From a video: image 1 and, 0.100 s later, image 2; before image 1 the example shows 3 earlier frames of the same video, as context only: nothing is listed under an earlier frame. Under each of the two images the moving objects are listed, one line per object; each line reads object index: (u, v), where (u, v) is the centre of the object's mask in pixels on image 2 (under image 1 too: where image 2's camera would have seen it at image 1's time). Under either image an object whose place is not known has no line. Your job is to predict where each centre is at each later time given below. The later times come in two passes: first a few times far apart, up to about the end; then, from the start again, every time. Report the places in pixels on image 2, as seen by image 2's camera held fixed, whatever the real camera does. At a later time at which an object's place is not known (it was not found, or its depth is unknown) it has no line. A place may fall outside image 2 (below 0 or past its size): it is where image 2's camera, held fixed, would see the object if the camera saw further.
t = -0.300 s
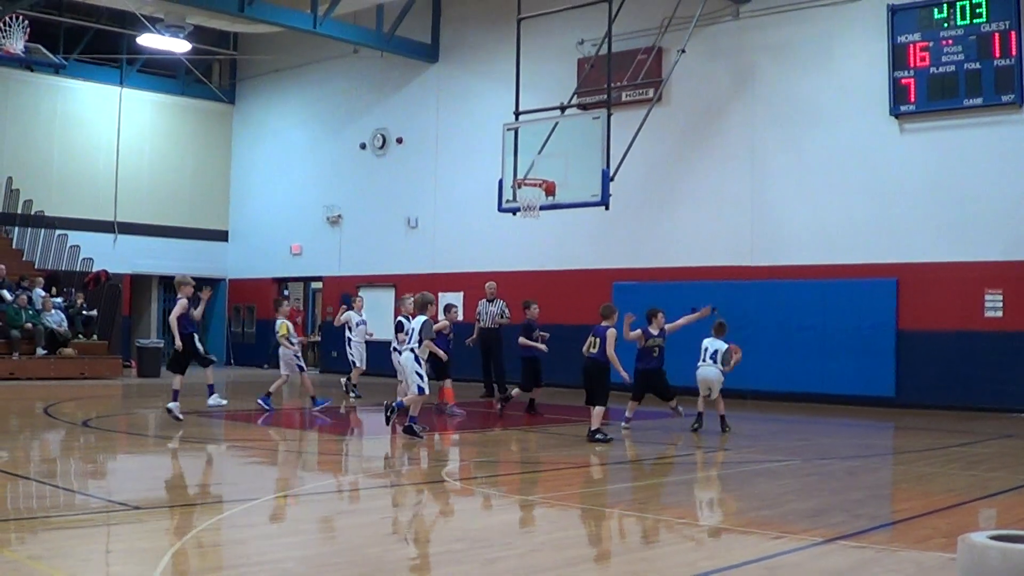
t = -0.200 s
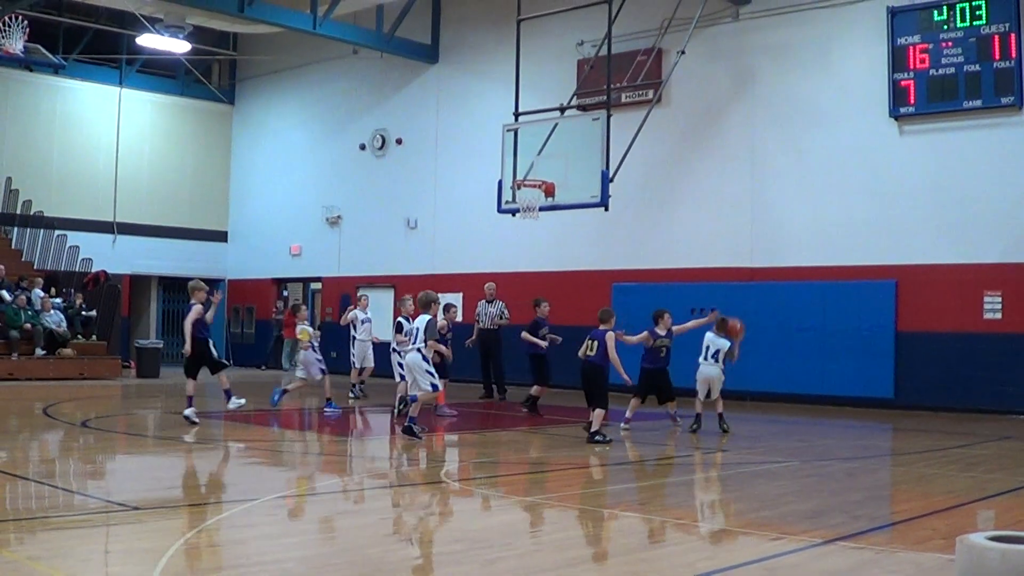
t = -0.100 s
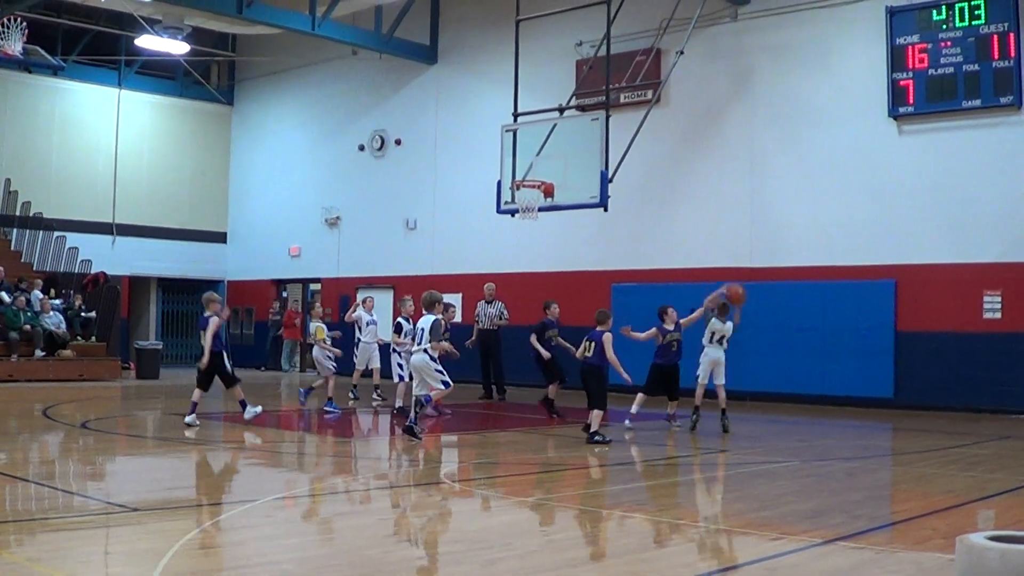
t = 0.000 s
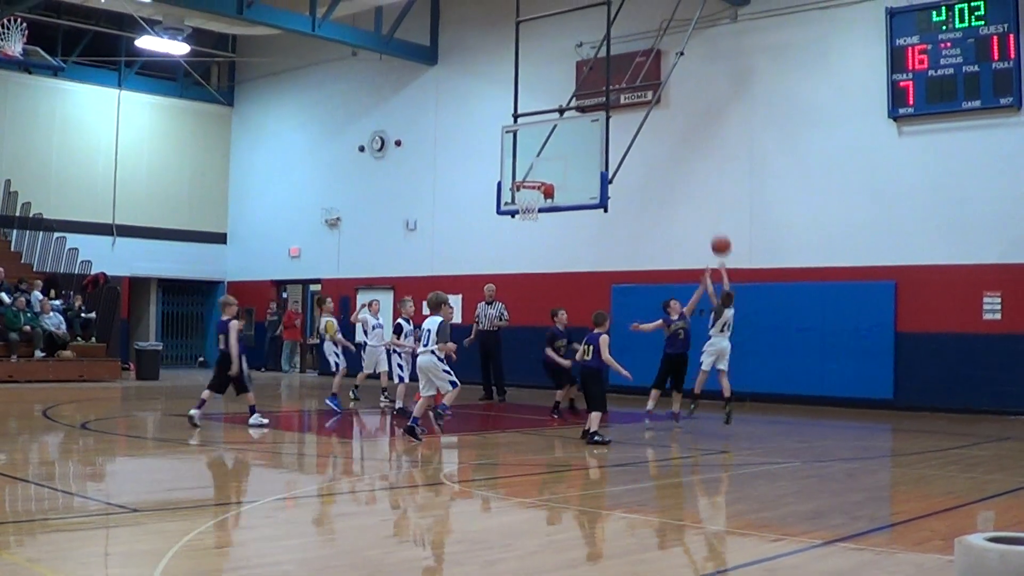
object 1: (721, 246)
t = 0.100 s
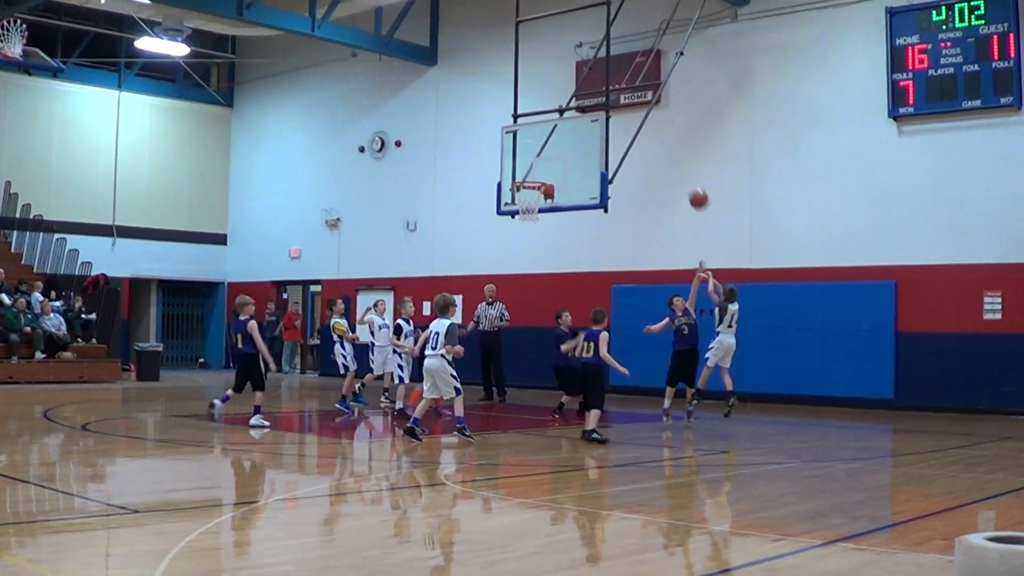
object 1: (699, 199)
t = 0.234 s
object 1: (670, 153)
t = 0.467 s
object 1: (623, 110)
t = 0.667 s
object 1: (587, 109)
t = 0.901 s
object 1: (546, 145)
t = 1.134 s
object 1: (528, 207)
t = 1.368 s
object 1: (546, 259)
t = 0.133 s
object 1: (691, 186)
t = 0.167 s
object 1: (684, 174)
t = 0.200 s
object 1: (677, 163)
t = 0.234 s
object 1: (670, 153)
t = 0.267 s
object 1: (663, 144)
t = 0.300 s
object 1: (656, 136)
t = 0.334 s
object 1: (650, 130)
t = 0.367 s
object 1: (643, 123)
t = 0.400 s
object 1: (636, 118)
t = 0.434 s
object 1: (630, 114)
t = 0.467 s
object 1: (623, 110)
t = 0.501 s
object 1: (617, 108)
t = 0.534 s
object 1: (611, 107)
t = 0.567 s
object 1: (604, 106)
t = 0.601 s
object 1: (599, 106)
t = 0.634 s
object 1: (592, 107)
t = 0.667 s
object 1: (587, 109)
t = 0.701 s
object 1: (581, 112)
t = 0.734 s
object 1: (575, 115)
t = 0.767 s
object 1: (569, 120)
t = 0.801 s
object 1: (563, 125)
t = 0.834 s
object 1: (557, 131)
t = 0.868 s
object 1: (552, 138)
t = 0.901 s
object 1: (546, 145)
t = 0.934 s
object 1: (541, 153)
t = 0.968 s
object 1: (535, 162)
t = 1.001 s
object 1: (530, 171)
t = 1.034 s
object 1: (524, 182)
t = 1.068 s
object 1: (522, 191)
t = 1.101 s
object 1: (525, 200)
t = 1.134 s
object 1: (528, 207)
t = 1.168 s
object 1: (530, 213)
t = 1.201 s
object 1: (533, 219)
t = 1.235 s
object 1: (536, 225)
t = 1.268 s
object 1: (539, 233)
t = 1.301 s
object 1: (542, 241)
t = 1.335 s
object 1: (544, 250)
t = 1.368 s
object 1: (546, 259)
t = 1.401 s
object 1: (549, 269)
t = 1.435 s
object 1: (552, 281)
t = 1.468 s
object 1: (554, 293)
